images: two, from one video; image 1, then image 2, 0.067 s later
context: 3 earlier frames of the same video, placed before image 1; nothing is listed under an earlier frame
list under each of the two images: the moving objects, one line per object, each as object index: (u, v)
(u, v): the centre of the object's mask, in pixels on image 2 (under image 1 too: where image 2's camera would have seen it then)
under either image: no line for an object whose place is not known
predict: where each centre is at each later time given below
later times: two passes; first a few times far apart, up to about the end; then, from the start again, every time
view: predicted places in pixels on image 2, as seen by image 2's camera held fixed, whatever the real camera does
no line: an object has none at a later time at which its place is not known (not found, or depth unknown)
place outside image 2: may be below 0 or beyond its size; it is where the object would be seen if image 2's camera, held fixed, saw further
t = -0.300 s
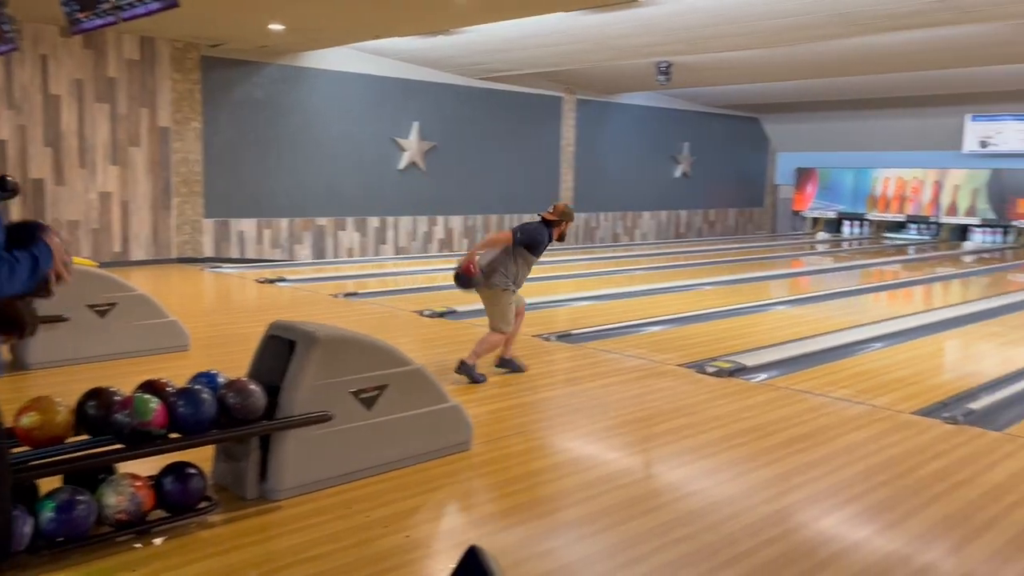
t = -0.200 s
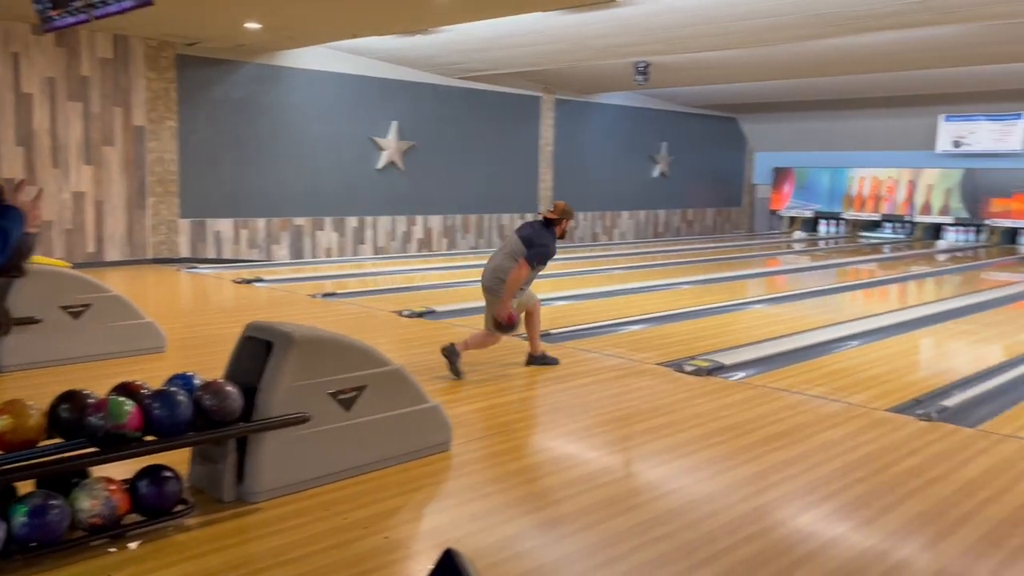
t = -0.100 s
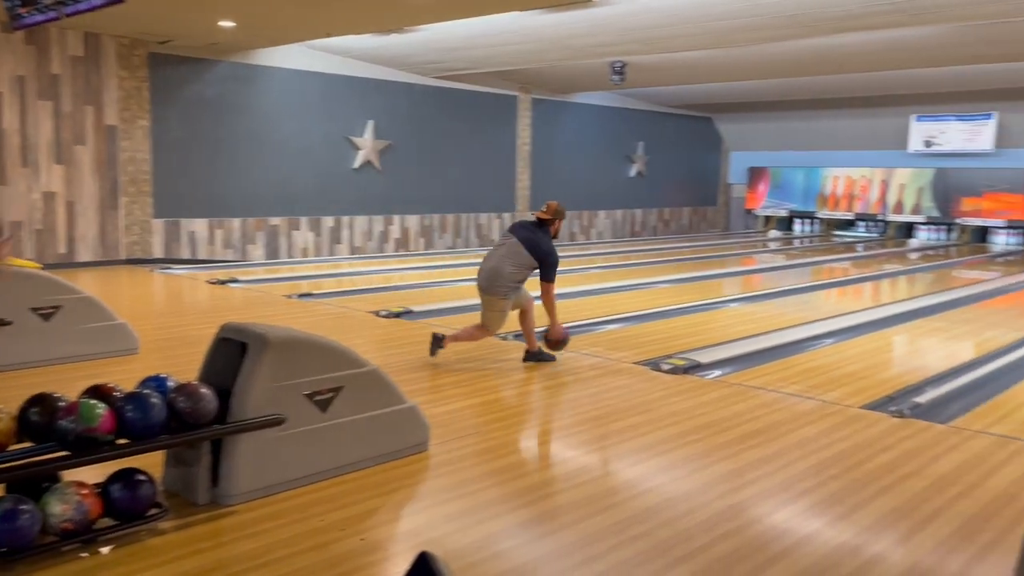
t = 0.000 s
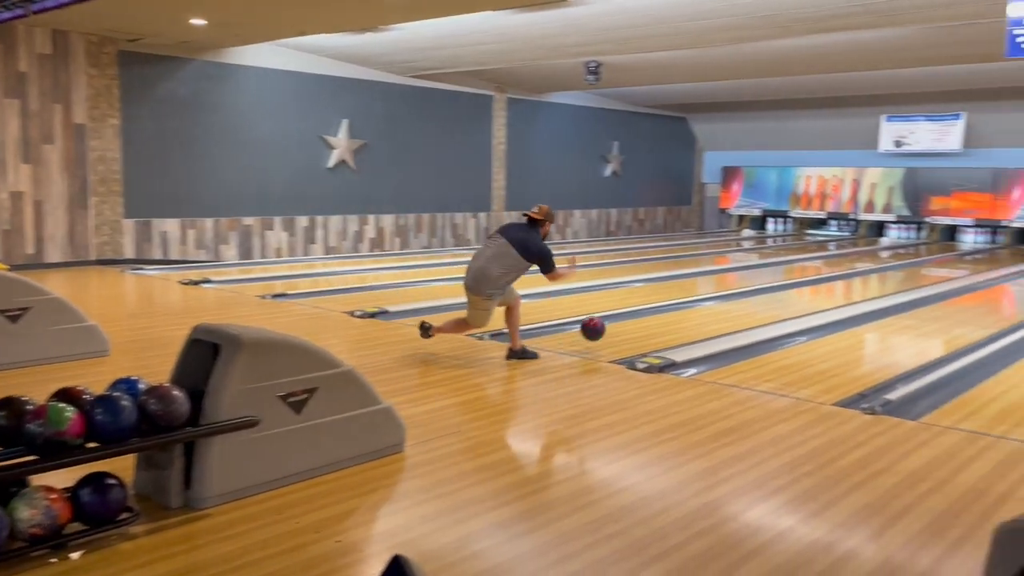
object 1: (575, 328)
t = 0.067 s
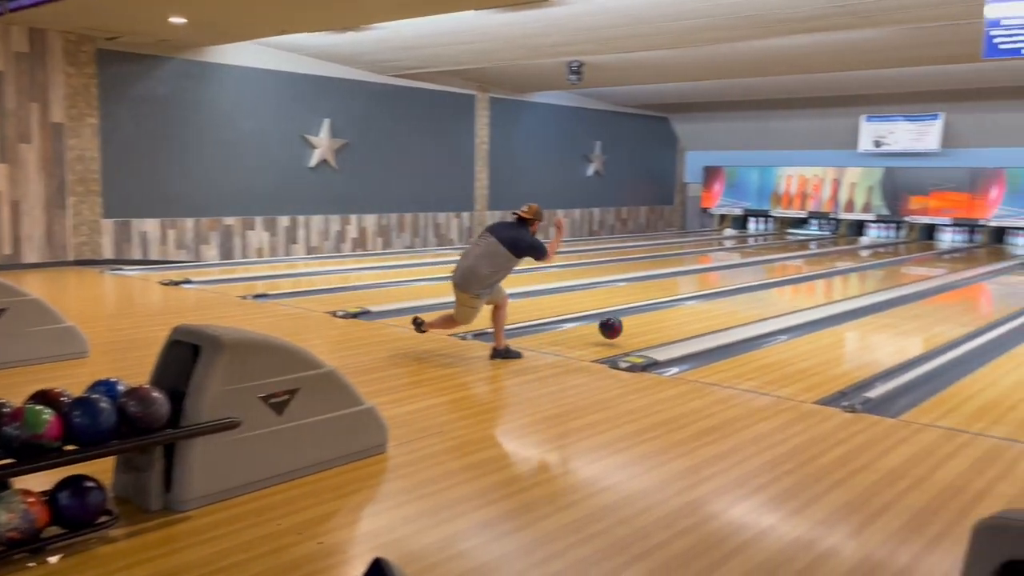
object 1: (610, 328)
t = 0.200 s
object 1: (671, 321)
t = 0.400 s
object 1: (746, 306)
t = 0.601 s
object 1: (804, 294)
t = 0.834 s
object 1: (859, 283)
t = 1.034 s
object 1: (896, 276)
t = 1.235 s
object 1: (928, 269)
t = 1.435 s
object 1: (953, 265)
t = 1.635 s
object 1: (976, 260)
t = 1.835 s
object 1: (995, 255)
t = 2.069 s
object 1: (1011, 251)
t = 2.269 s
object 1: (1022, 248)
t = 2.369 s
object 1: (1026, 246)
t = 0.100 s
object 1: (626, 329)
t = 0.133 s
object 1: (642, 326)
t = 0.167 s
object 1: (657, 323)
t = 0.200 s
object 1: (671, 321)
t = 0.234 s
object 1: (685, 318)
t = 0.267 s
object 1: (698, 315)
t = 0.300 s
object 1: (711, 313)
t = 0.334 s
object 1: (723, 311)
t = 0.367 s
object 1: (734, 308)
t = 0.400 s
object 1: (746, 306)
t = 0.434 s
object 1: (756, 304)
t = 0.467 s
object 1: (767, 302)
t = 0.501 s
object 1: (776, 300)
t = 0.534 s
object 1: (786, 298)
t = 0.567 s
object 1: (795, 296)
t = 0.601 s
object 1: (804, 294)
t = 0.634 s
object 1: (813, 293)
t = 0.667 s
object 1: (821, 291)
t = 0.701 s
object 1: (829, 289)
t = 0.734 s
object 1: (837, 288)
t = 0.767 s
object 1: (845, 286)
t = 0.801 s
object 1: (852, 285)
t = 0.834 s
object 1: (859, 283)
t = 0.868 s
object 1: (866, 282)
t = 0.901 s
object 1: (872, 281)
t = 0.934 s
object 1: (879, 280)
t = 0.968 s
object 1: (885, 278)
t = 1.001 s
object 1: (891, 277)
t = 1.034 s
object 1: (896, 276)
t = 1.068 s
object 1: (902, 275)
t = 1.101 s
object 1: (908, 274)
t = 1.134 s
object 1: (913, 272)
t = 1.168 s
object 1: (918, 272)
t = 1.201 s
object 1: (923, 270)
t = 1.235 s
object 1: (928, 269)
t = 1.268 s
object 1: (933, 268)
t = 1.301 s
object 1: (937, 268)
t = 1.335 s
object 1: (941, 267)
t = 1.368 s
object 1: (946, 266)
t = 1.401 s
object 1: (950, 265)
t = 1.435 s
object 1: (953, 265)
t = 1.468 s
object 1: (957, 264)
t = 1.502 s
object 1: (962, 262)
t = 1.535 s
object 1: (965, 261)
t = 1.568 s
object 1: (969, 261)
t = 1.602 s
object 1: (972, 260)
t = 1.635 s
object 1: (976, 260)
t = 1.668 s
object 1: (979, 259)
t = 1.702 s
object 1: (982, 258)
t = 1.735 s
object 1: (985, 257)
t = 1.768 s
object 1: (988, 257)
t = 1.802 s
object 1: (991, 256)
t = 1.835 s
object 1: (995, 255)
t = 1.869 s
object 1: (997, 254)
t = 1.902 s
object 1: (1000, 254)
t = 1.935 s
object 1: (1002, 253)
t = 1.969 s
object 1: (1005, 253)
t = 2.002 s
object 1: (1007, 252)
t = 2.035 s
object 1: (1010, 252)
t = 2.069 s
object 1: (1011, 251)
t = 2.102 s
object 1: (1013, 251)
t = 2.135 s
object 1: (1015, 250)
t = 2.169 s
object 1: (1016, 250)
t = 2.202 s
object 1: (1019, 249)
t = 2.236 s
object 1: (1021, 248)
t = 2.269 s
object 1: (1022, 248)
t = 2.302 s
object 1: (1023, 247)
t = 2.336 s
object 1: (1025, 247)
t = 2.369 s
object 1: (1026, 246)
